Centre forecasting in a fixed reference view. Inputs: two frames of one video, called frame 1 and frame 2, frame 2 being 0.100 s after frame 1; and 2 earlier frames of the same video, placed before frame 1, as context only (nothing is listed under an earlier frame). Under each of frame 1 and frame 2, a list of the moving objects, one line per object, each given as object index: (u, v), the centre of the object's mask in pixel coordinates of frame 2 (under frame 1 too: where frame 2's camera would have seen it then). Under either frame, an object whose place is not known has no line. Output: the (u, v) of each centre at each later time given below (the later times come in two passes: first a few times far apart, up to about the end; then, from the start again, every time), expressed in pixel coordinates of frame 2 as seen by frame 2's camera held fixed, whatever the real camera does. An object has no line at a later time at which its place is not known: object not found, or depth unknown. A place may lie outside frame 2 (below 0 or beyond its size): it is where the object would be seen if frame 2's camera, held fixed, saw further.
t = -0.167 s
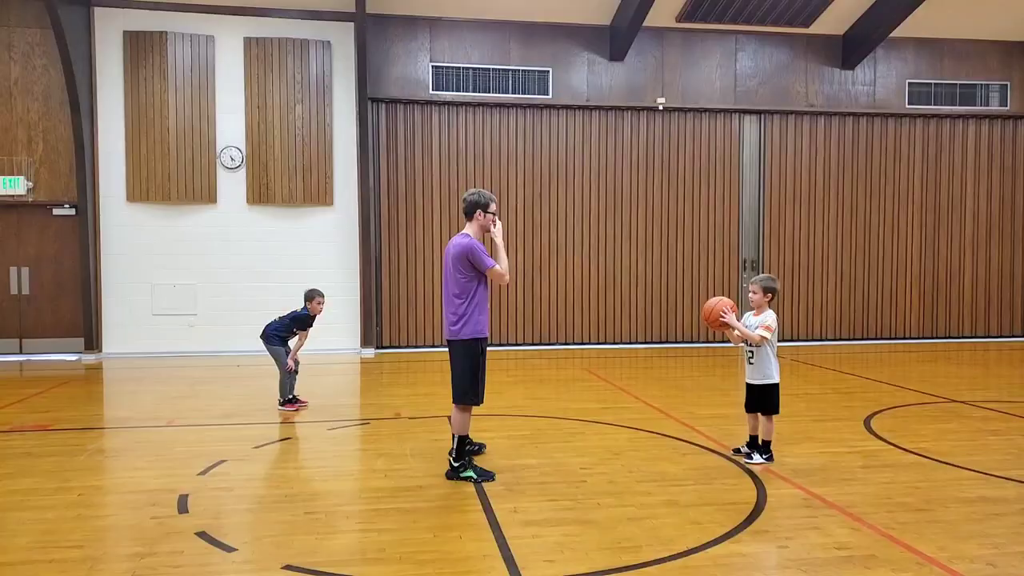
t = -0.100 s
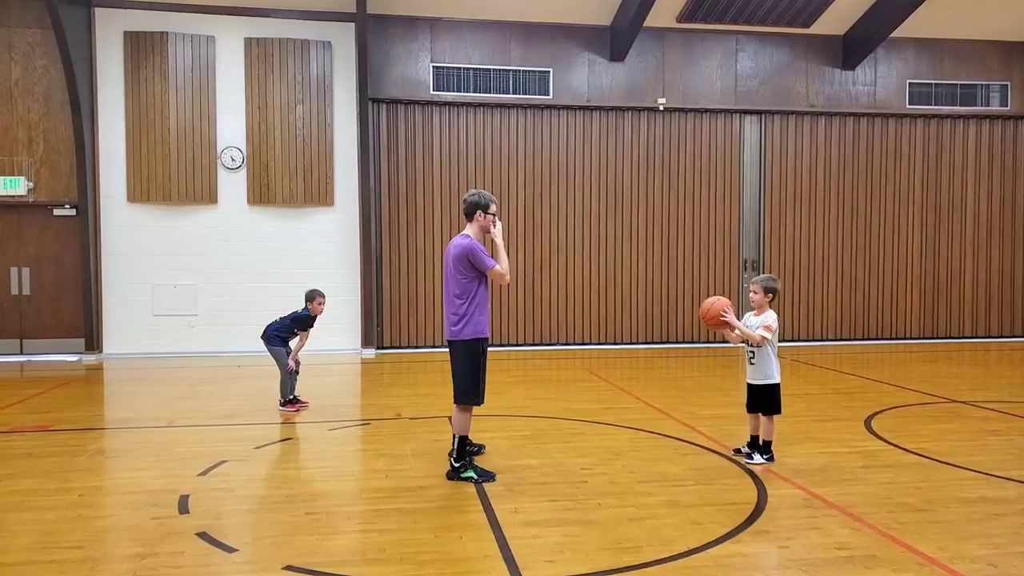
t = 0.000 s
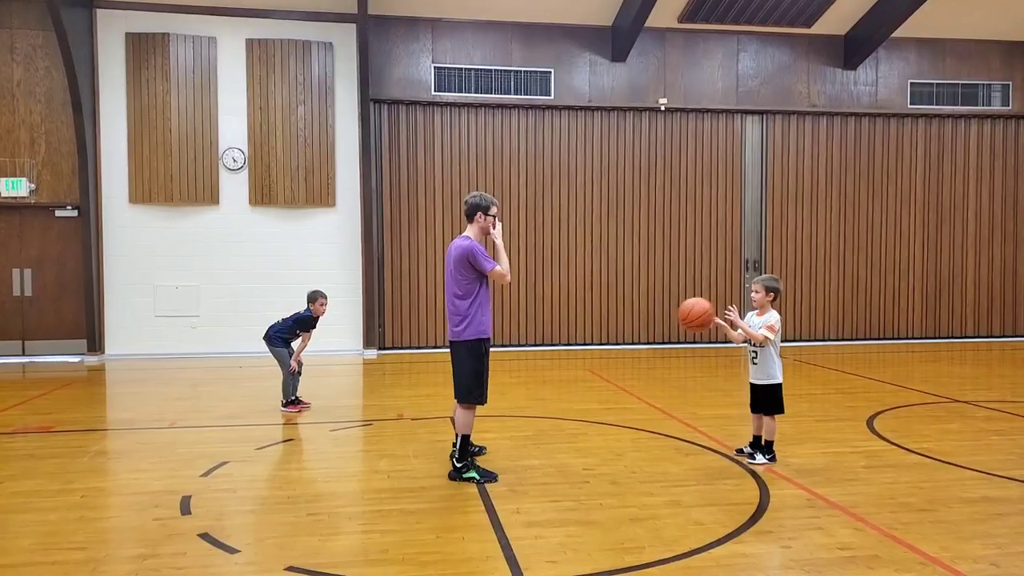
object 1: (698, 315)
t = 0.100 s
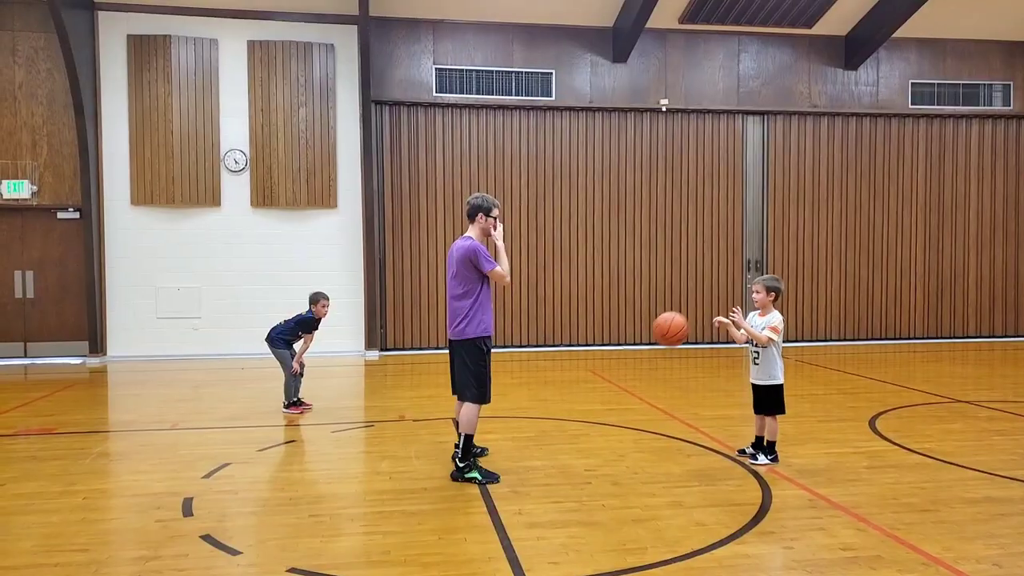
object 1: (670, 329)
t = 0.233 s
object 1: (635, 369)
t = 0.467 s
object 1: (580, 417)
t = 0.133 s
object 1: (661, 336)
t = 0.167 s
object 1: (653, 345)
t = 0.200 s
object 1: (644, 356)
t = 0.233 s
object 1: (635, 369)
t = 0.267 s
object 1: (626, 383)
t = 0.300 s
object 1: (617, 398)
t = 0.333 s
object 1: (608, 416)
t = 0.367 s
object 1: (599, 436)
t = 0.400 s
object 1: (591, 446)
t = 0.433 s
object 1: (585, 431)
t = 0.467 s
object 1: (580, 417)
